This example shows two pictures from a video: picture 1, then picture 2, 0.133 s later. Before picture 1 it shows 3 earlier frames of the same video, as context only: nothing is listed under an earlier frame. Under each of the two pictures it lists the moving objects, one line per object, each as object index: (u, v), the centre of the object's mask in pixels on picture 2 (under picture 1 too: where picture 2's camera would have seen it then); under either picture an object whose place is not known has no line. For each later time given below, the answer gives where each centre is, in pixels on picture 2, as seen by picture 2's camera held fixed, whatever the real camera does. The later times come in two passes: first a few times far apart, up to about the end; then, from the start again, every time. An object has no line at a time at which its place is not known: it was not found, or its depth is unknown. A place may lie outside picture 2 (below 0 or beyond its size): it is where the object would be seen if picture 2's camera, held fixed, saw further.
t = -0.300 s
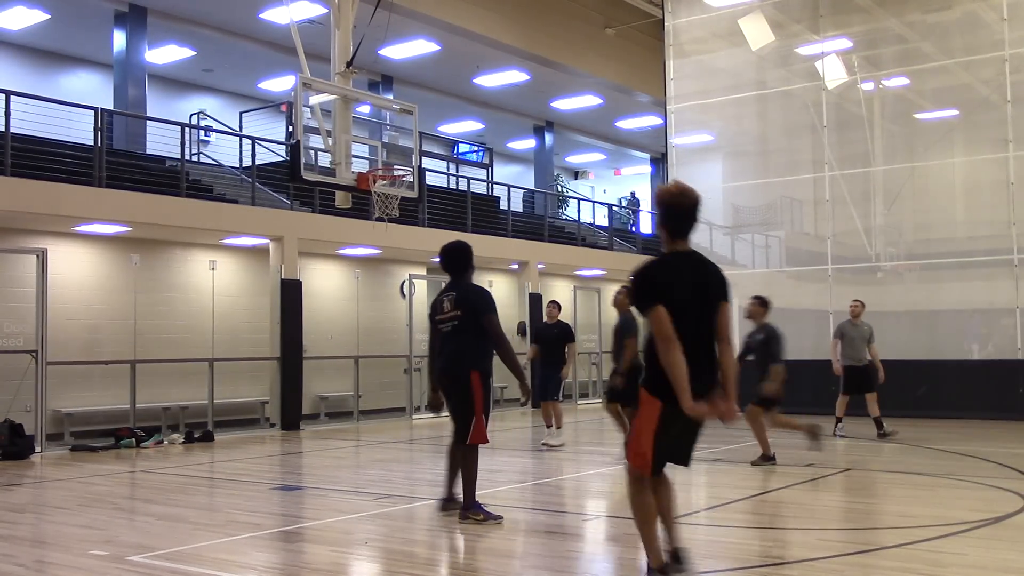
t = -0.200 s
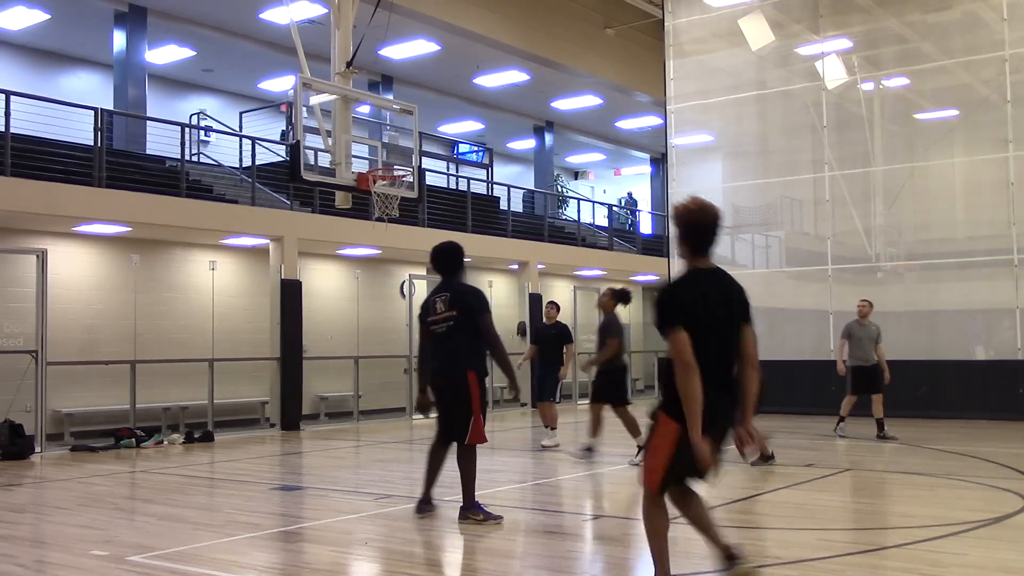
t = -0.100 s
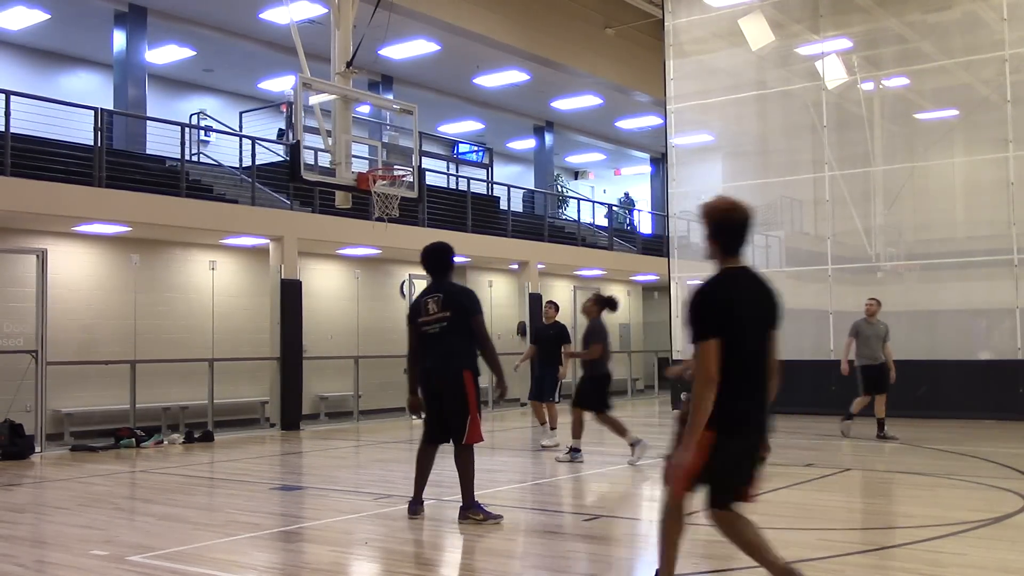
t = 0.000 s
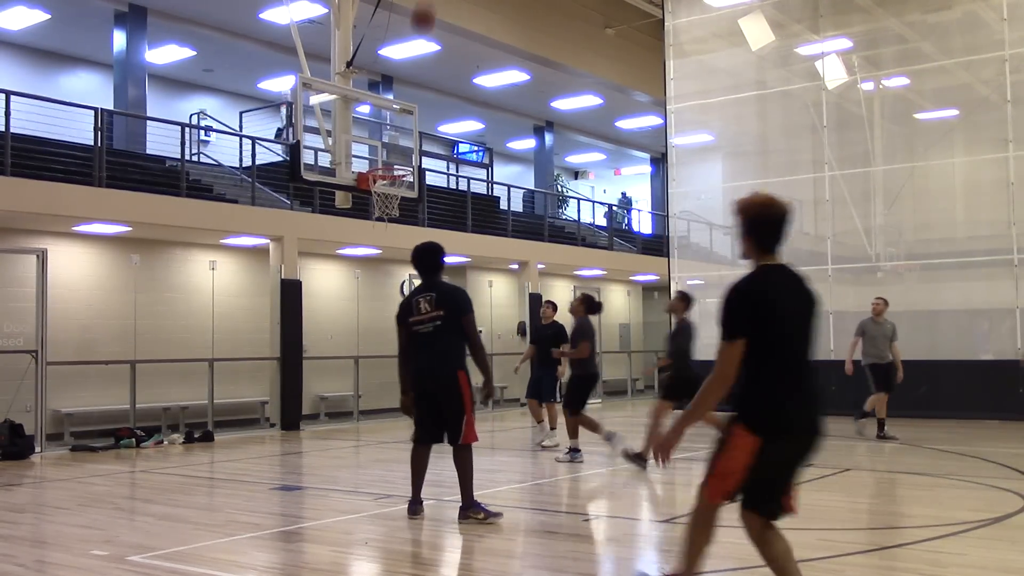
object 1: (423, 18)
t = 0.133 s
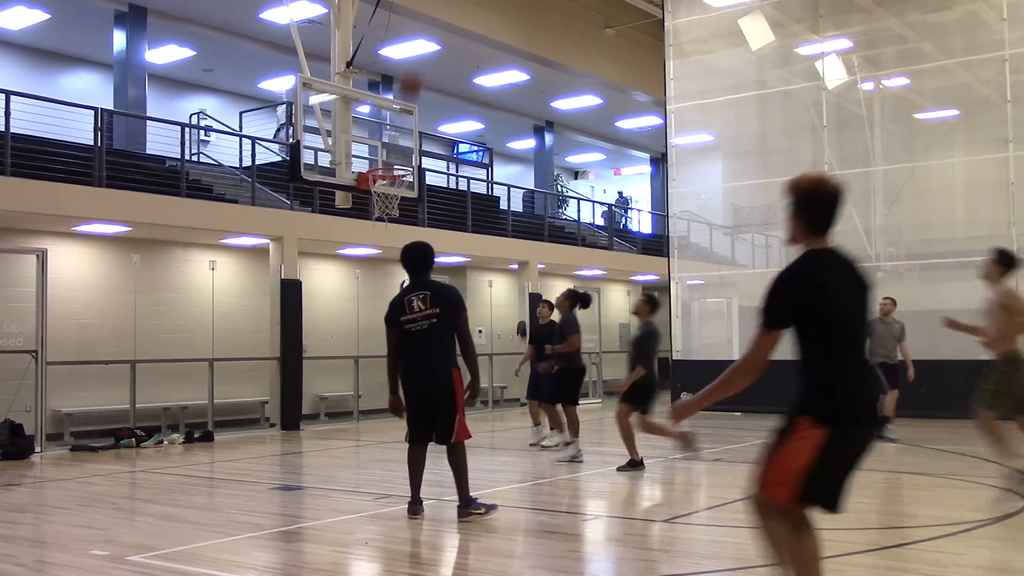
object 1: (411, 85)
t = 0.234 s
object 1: (401, 146)
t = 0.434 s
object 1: (369, 229)
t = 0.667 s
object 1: (328, 344)
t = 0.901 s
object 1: (290, 416)
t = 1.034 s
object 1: (273, 362)
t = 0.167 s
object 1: (408, 103)
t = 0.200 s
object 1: (404, 123)
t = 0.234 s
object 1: (401, 146)
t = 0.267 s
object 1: (400, 157)
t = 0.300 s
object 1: (395, 180)
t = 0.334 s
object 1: (385, 192)
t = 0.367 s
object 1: (379, 208)
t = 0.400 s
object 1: (374, 218)
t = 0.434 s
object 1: (369, 229)
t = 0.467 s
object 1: (363, 239)
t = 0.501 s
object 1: (357, 261)
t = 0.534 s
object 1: (351, 272)
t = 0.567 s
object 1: (345, 290)
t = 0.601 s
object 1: (339, 308)
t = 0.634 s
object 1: (333, 326)
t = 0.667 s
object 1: (328, 344)
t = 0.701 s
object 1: (321, 369)
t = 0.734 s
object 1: (316, 391)
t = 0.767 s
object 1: (310, 413)
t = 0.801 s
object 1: (304, 436)
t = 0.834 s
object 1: (298, 452)
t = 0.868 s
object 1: (293, 431)
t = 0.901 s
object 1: (290, 416)
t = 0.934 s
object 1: (286, 403)
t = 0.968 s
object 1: (281, 388)
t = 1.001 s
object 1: (278, 374)
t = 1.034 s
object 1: (273, 362)
